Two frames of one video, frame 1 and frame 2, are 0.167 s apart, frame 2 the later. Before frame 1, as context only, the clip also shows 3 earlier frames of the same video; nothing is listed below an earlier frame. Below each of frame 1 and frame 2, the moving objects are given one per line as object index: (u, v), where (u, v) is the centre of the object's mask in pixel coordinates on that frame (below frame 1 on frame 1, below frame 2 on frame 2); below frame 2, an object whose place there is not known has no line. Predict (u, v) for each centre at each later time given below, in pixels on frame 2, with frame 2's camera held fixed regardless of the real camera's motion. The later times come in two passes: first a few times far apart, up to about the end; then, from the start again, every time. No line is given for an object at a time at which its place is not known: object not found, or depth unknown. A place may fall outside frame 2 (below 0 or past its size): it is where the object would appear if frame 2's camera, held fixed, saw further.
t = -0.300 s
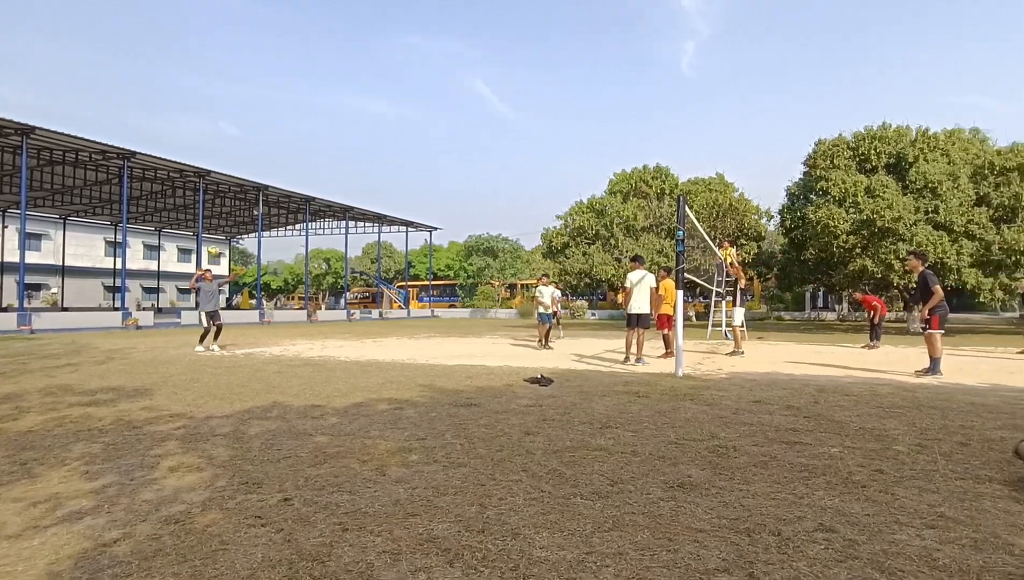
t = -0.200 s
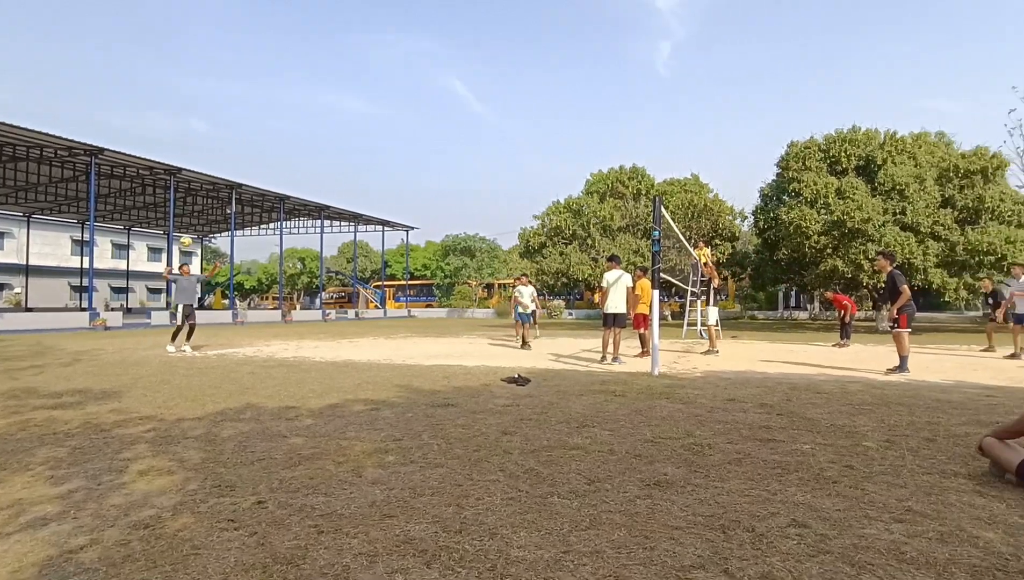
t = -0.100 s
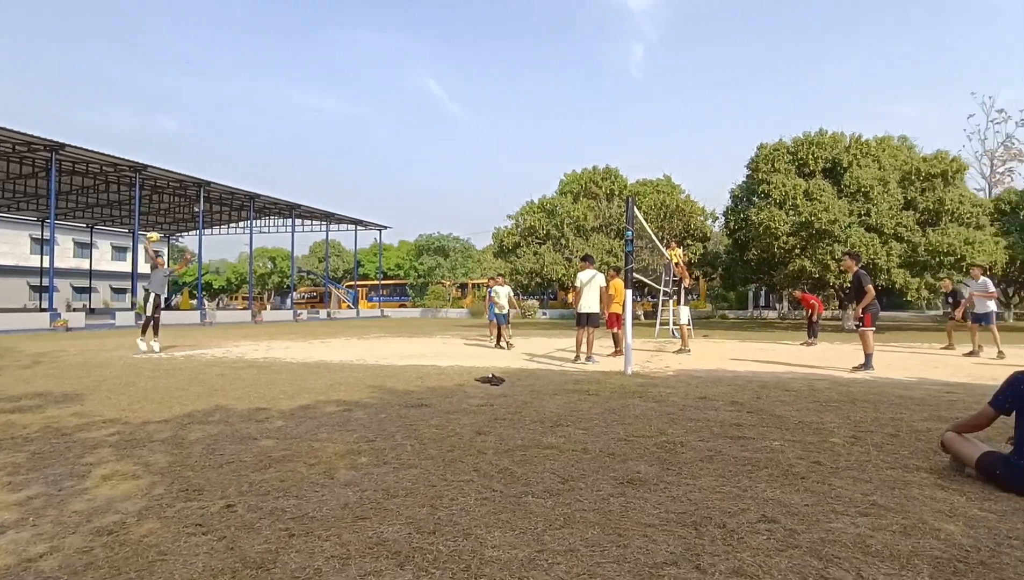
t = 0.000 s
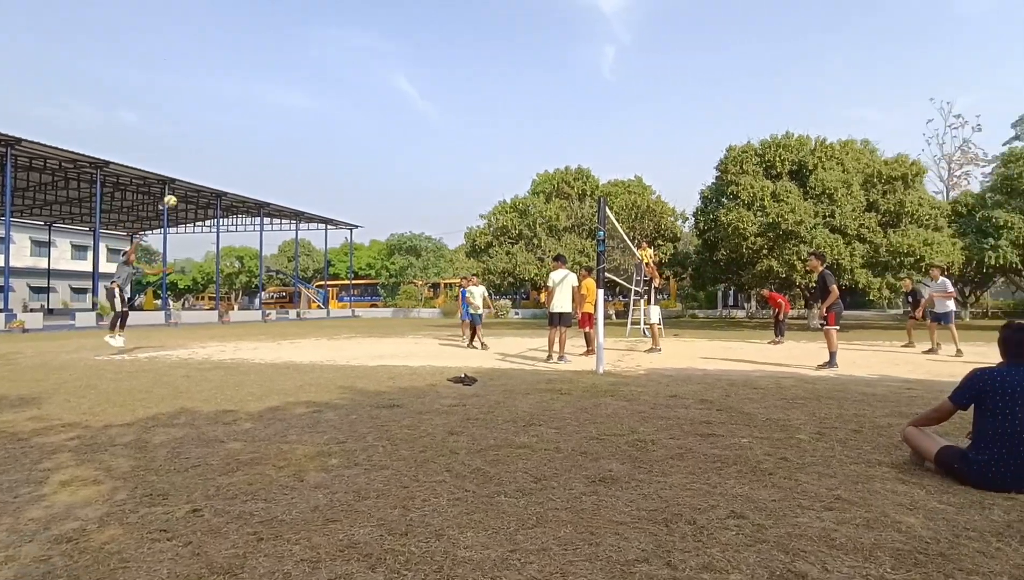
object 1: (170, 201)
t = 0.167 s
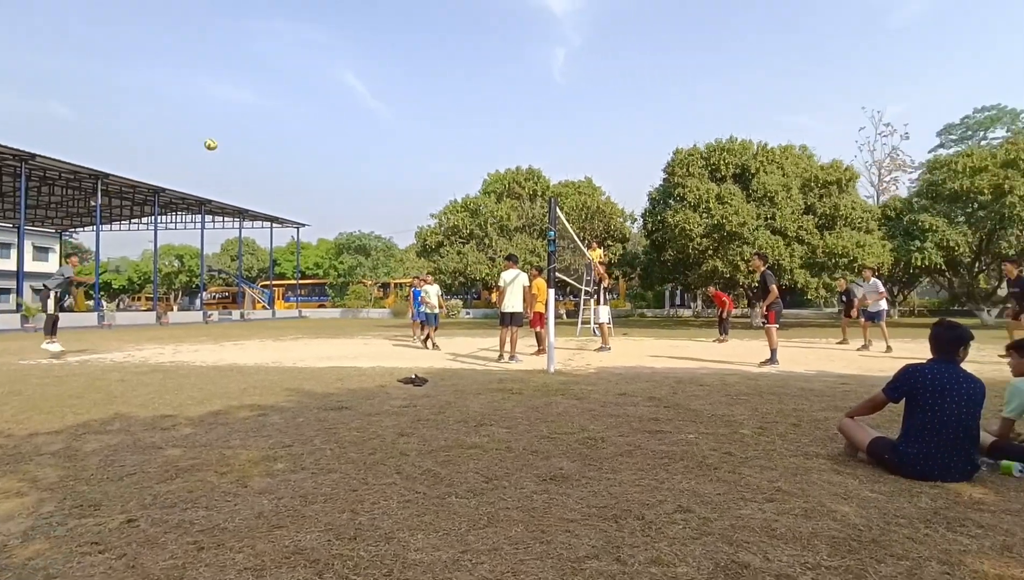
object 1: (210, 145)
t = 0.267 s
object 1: (272, 122)
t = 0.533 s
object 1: (434, 89)
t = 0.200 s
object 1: (231, 136)
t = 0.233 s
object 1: (252, 129)
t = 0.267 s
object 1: (272, 122)
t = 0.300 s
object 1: (292, 115)
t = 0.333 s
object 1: (312, 110)
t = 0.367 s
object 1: (332, 105)
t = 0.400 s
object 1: (353, 100)
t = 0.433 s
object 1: (373, 96)
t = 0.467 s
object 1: (393, 93)
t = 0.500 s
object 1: (414, 91)
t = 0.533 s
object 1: (434, 89)
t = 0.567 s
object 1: (454, 88)
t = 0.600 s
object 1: (475, 87)
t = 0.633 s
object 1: (495, 88)
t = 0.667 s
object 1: (516, 89)
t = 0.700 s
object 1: (535, 90)
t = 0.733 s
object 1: (555, 93)
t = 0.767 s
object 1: (576, 95)
